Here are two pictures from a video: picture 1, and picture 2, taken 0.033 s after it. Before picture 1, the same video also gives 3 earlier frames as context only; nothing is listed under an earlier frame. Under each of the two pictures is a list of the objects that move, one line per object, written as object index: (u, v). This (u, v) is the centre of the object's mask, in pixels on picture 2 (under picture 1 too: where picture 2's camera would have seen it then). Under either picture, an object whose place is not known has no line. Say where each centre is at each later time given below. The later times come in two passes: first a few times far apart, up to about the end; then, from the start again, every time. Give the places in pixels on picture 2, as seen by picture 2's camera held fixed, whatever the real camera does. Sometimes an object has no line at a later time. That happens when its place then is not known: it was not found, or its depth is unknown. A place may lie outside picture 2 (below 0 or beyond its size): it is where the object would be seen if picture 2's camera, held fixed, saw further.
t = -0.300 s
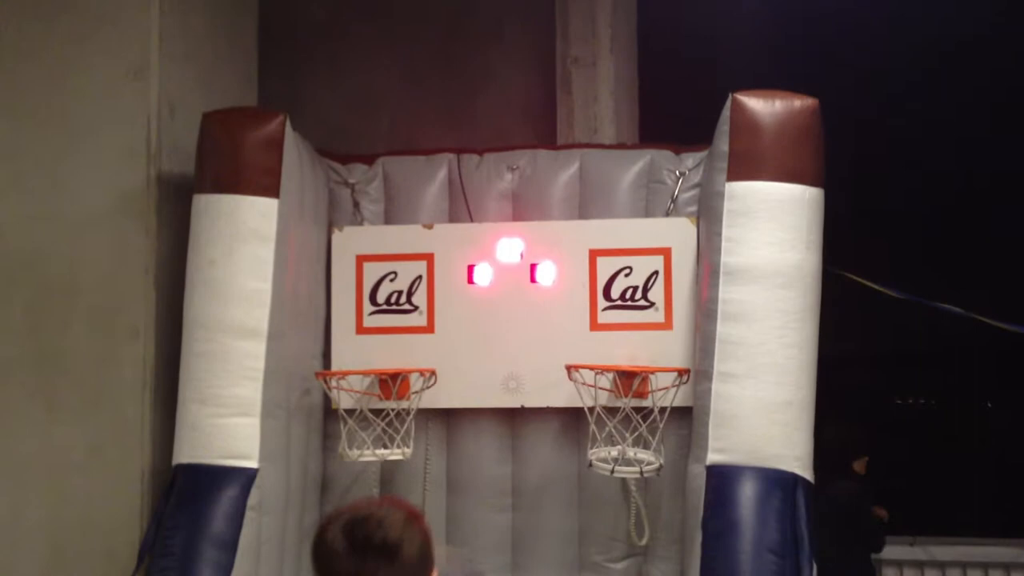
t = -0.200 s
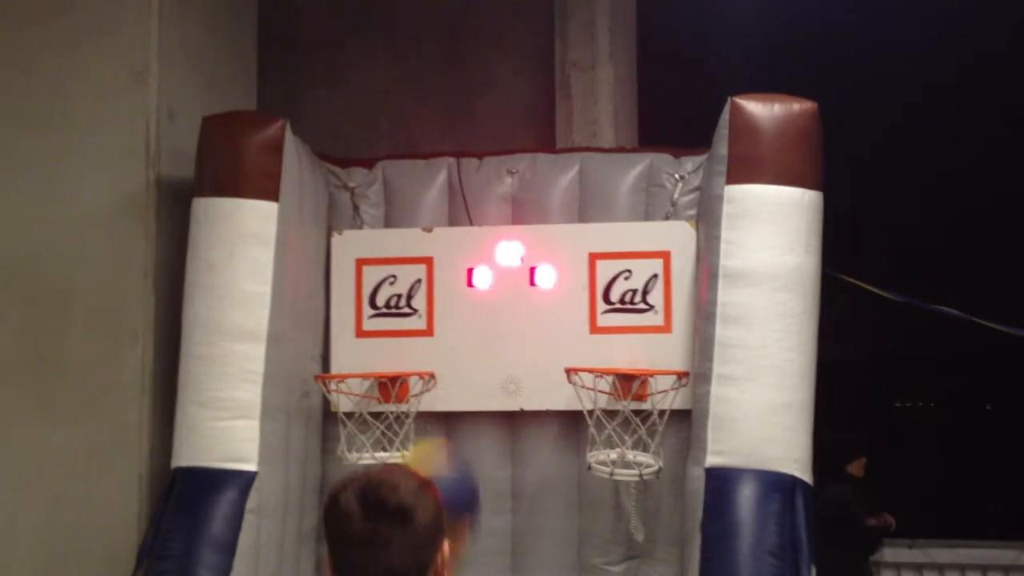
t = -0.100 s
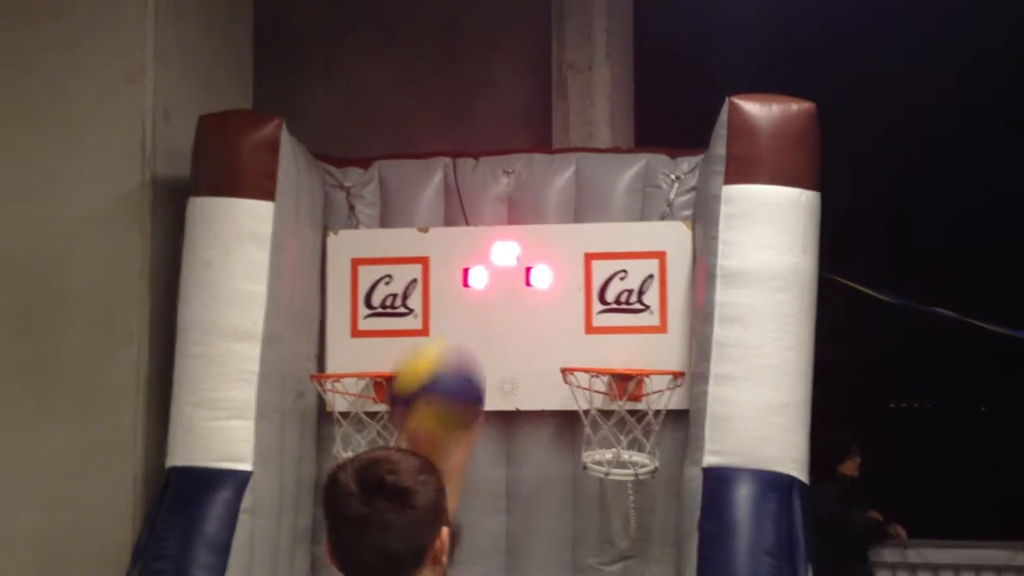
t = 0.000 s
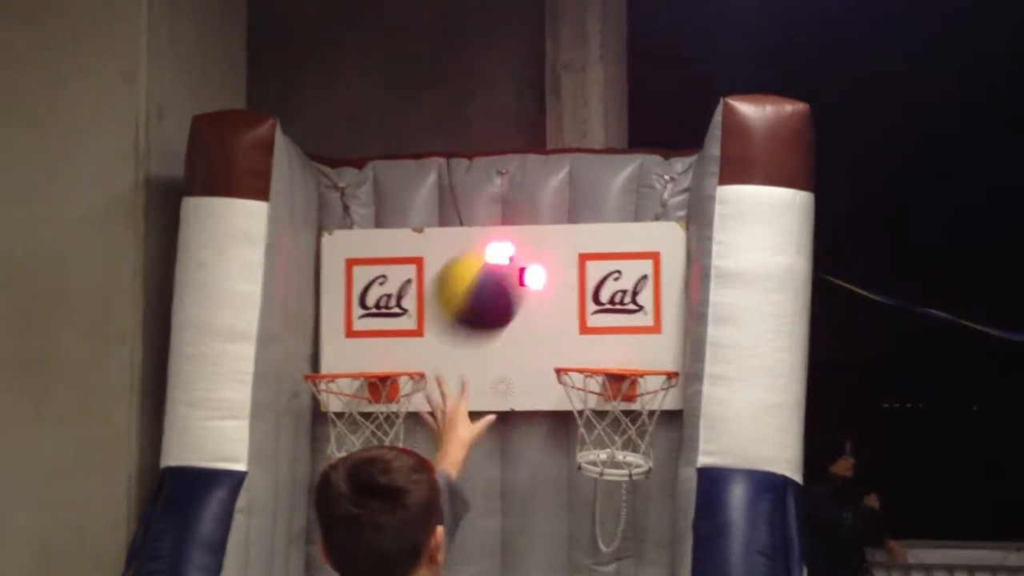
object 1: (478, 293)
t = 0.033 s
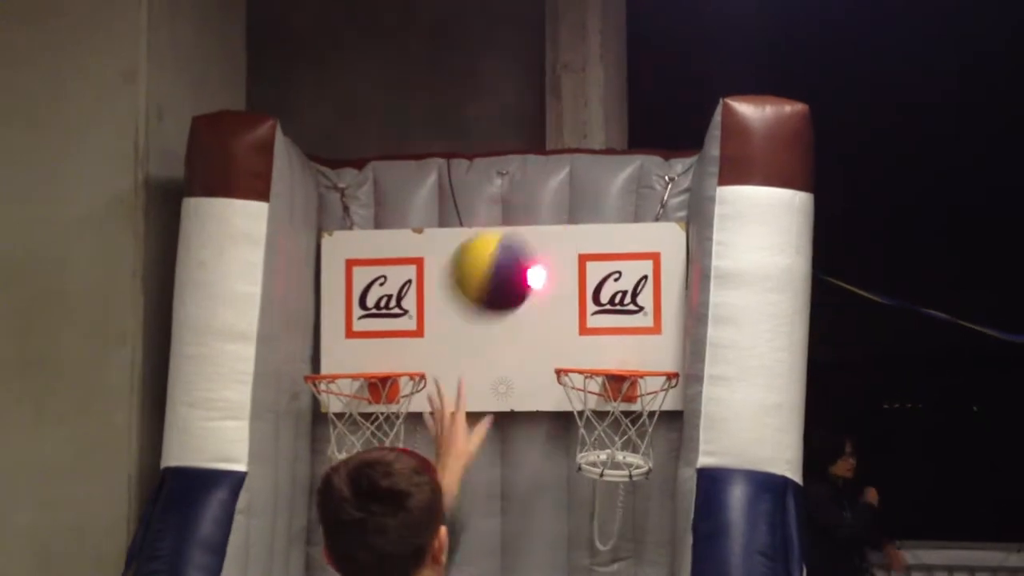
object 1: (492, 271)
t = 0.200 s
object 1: (557, 248)
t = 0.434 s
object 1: (621, 378)
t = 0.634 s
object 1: (609, 466)
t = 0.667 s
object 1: (611, 472)
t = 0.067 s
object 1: (508, 256)
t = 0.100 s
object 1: (521, 247)
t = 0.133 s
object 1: (534, 243)
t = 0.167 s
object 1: (546, 244)
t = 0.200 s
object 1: (557, 248)
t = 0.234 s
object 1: (567, 256)
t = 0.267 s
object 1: (577, 268)
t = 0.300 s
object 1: (587, 285)
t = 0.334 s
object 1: (596, 305)
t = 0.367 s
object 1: (606, 328)
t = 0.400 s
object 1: (616, 350)
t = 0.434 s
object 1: (621, 378)
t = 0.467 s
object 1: (620, 407)
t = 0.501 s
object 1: (631, 433)
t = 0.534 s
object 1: (618, 447)
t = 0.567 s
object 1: (614, 456)
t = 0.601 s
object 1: (611, 464)
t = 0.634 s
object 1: (609, 466)
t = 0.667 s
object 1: (611, 472)
